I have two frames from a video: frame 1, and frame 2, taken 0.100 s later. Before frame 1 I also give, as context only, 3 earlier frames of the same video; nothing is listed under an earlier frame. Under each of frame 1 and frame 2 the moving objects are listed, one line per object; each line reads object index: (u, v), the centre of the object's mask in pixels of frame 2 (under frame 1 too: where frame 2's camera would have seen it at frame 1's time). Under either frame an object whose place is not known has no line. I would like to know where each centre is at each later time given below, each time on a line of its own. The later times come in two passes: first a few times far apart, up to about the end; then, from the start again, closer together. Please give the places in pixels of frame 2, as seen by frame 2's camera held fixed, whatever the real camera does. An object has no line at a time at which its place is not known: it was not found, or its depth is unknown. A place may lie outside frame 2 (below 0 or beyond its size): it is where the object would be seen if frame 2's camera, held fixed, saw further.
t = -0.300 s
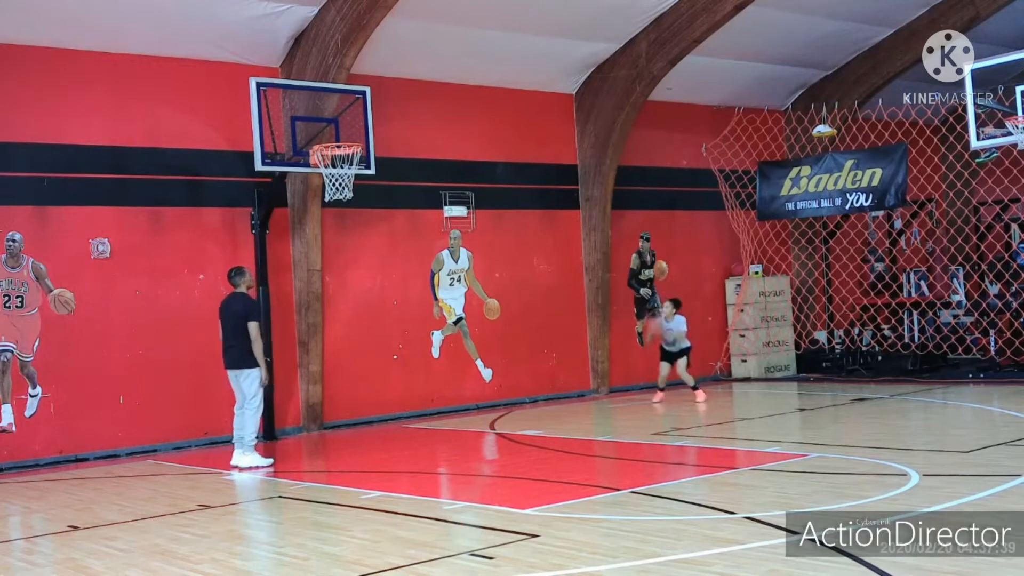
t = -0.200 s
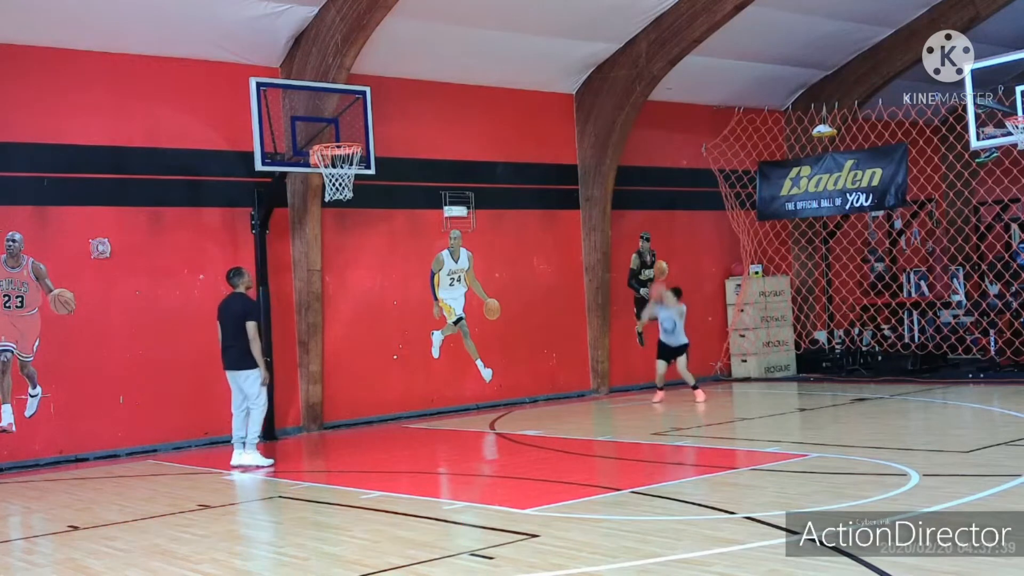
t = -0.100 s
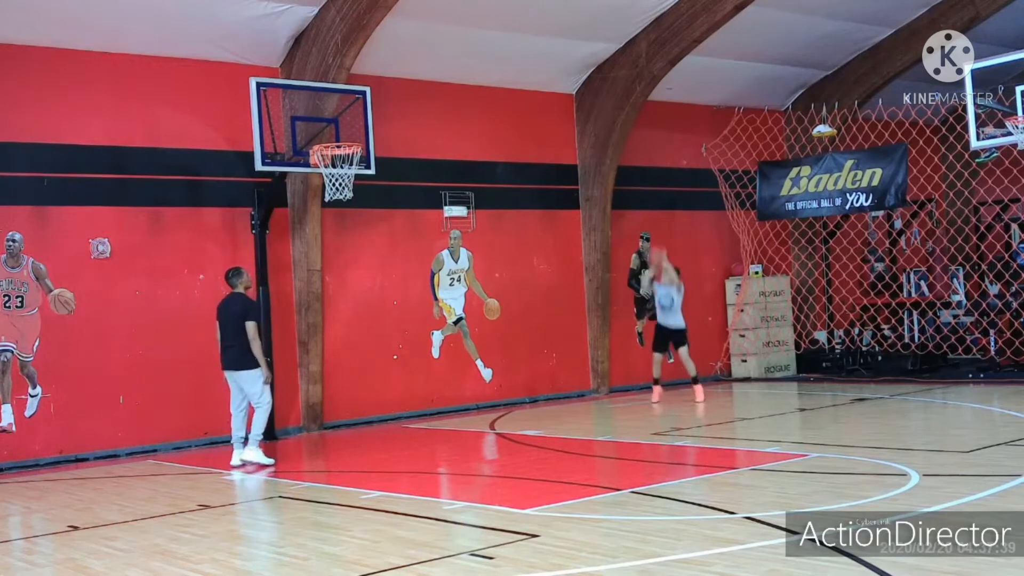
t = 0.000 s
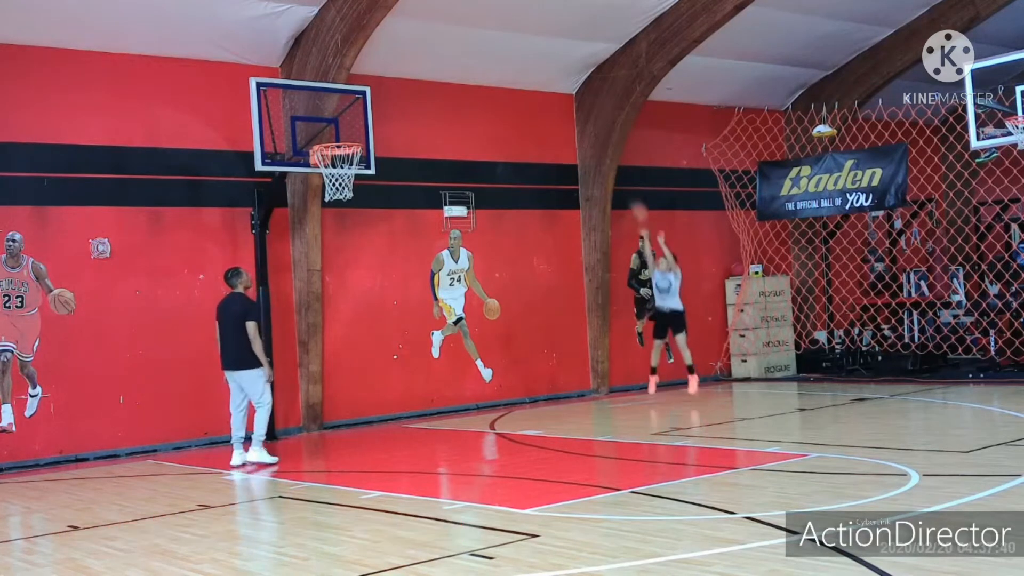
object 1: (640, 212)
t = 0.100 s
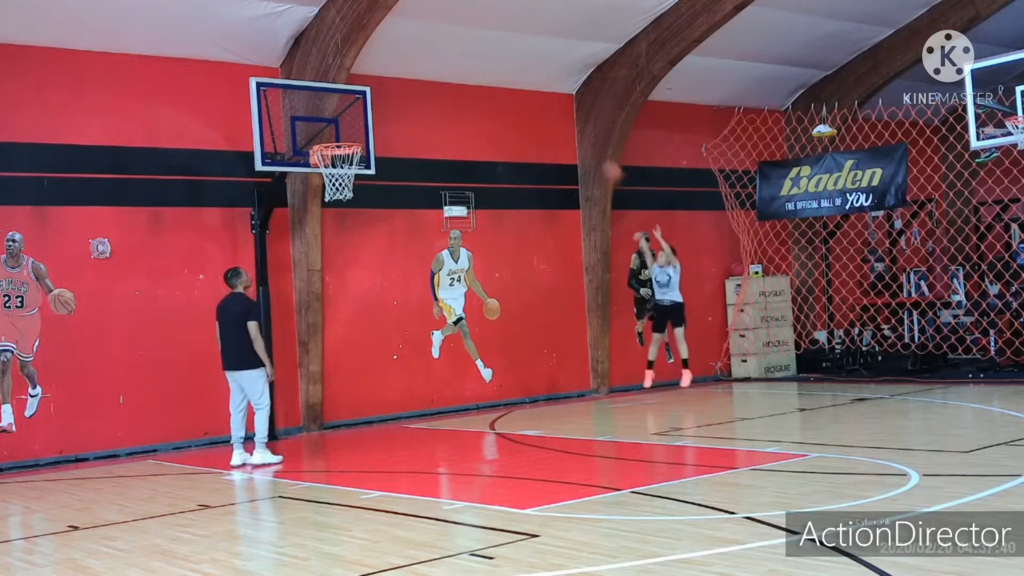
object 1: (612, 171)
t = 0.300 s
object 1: (558, 106)
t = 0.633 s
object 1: (463, 66)
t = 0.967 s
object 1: (358, 125)
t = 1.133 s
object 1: (327, 121)
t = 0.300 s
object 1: (558, 106)
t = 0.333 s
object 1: (548, 98)
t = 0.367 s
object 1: (540, 91)
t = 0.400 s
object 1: (531, 84)
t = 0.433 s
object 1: (520, 79)
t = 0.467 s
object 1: (510, 75)
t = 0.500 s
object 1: (501, 71)
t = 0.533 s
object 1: (491, 68)
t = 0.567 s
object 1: (482, 66)
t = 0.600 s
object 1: (472, 65)
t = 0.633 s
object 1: (463, 66)
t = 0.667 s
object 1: (452, 67)
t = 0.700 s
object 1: (442, 69)
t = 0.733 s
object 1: (433, 71)
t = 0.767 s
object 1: (422, 75)
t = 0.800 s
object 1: (410, 81)
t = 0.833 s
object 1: (400, 87)
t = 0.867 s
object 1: (390, 94)
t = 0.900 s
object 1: (381, 103)
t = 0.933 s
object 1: (369, 113)
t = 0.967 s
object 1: (358, 125)
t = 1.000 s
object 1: (350, 131)
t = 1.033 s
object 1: (344, 129)
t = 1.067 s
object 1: (338, 125)
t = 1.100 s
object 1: (332, 122)
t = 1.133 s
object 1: (327, 121)
